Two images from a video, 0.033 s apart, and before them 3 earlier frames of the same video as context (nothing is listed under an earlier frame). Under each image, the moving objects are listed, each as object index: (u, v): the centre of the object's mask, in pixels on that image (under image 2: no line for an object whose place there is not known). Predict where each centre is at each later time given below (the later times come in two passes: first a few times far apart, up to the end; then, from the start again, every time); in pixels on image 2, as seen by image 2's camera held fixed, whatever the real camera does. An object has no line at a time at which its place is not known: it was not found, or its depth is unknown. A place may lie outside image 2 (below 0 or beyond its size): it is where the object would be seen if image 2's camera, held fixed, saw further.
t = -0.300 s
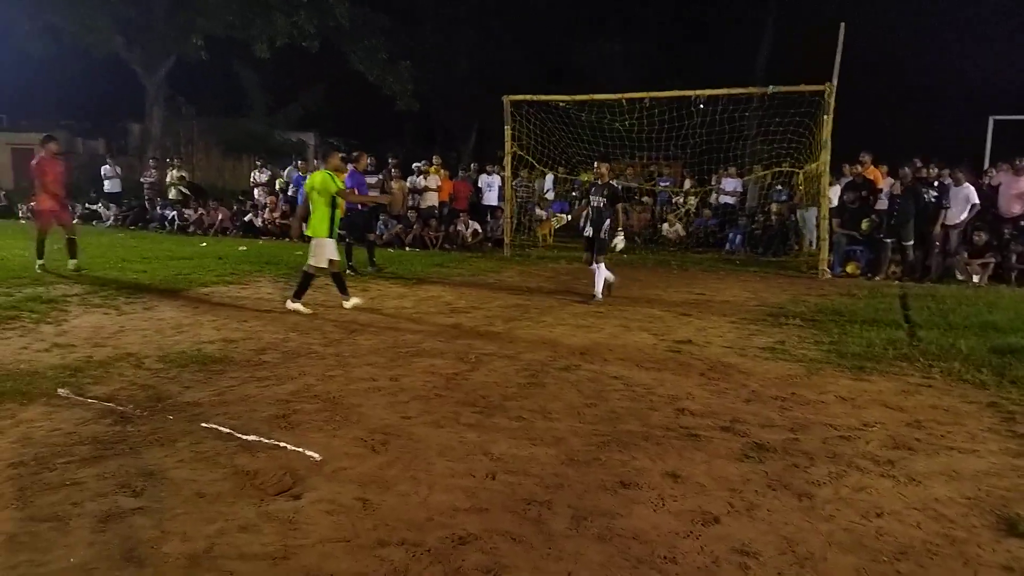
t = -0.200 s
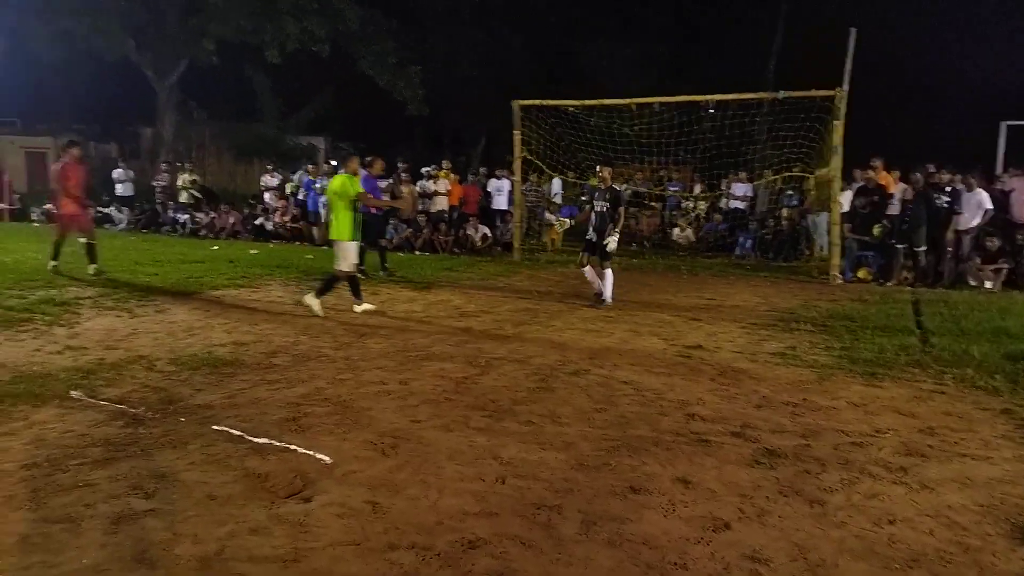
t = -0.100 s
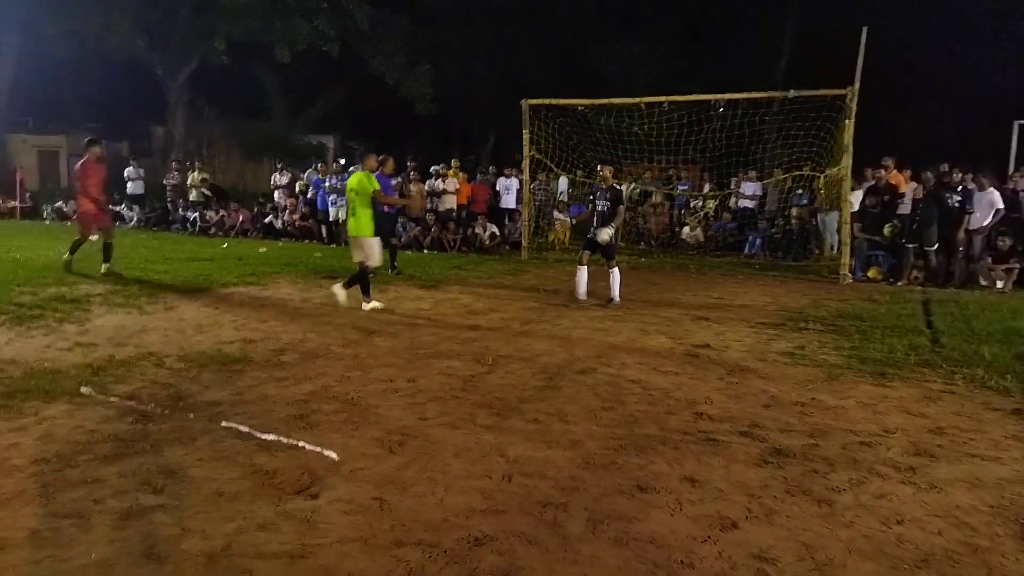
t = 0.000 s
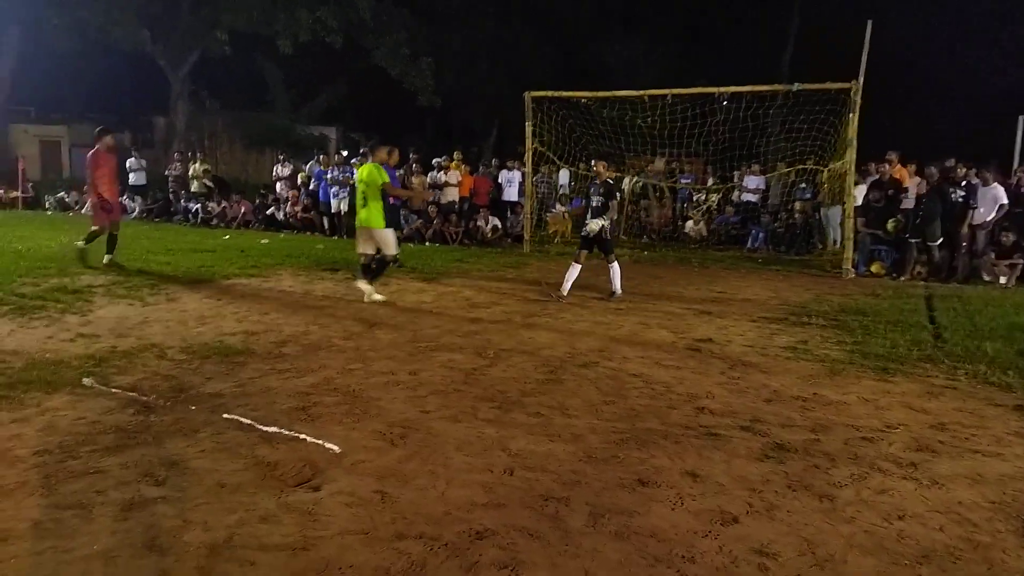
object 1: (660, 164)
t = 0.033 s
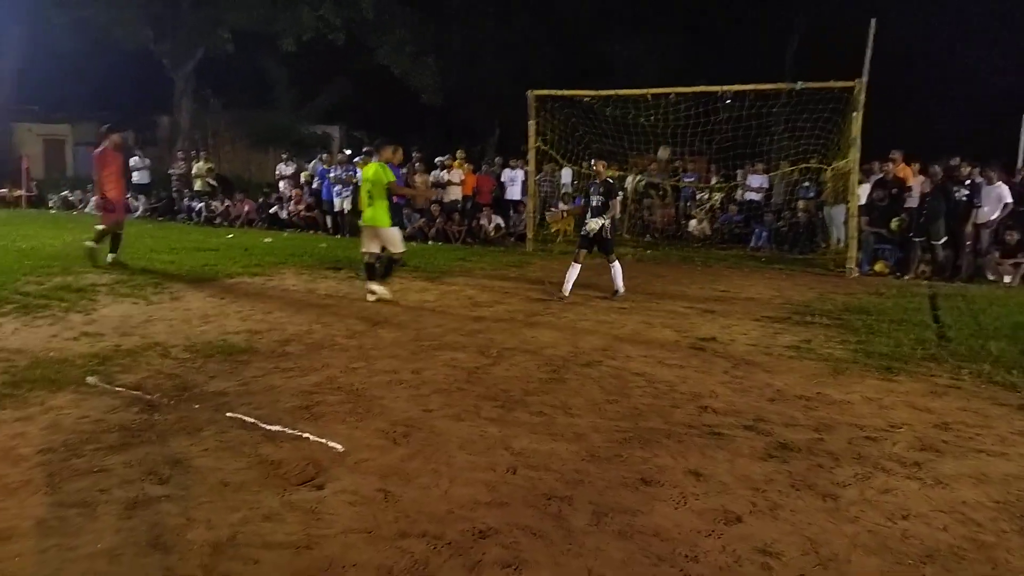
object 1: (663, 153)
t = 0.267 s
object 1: (667, 98)
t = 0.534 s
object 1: (668, 58)
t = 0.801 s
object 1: (666, 61)
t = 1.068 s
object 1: (661, 116)
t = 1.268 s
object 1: (655, 200)
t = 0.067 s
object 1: (663, 145)
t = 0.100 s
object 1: (664, 135)
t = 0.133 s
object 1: (665, 128)
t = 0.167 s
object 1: (665, 119)
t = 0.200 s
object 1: (665, 112)
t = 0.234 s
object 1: (666, 103)
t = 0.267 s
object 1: (667, 98)
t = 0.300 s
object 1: (668, 90)
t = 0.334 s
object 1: (668, 82)
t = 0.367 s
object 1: (667, 78)
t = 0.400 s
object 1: (668, 73)
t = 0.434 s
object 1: (668, 69)
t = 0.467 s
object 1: (668, 65)
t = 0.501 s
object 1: (668, 62)
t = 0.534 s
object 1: (668, 58)
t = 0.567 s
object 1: (668, 55)
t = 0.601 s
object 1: (668, 55)
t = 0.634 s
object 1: (668, 53)
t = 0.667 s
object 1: (668, 53)
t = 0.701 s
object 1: (667, 54)
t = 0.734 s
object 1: (668, 55)
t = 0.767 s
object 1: (667, 58)
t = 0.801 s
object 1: (666, 61)
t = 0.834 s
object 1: (666, 64)
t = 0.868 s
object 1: (665, 69)
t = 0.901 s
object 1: (665, 74)
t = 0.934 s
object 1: (665, 80)
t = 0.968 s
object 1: (664, 88)
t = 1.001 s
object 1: (664, 95)
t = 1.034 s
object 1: (662, 105)
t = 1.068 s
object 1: (661, 116)
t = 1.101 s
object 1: (660, 127)
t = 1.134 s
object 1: (659, 140)
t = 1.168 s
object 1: (658, 154)
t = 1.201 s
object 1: (657, 167)
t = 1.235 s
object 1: (655, 184)
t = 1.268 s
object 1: (655, 200)
